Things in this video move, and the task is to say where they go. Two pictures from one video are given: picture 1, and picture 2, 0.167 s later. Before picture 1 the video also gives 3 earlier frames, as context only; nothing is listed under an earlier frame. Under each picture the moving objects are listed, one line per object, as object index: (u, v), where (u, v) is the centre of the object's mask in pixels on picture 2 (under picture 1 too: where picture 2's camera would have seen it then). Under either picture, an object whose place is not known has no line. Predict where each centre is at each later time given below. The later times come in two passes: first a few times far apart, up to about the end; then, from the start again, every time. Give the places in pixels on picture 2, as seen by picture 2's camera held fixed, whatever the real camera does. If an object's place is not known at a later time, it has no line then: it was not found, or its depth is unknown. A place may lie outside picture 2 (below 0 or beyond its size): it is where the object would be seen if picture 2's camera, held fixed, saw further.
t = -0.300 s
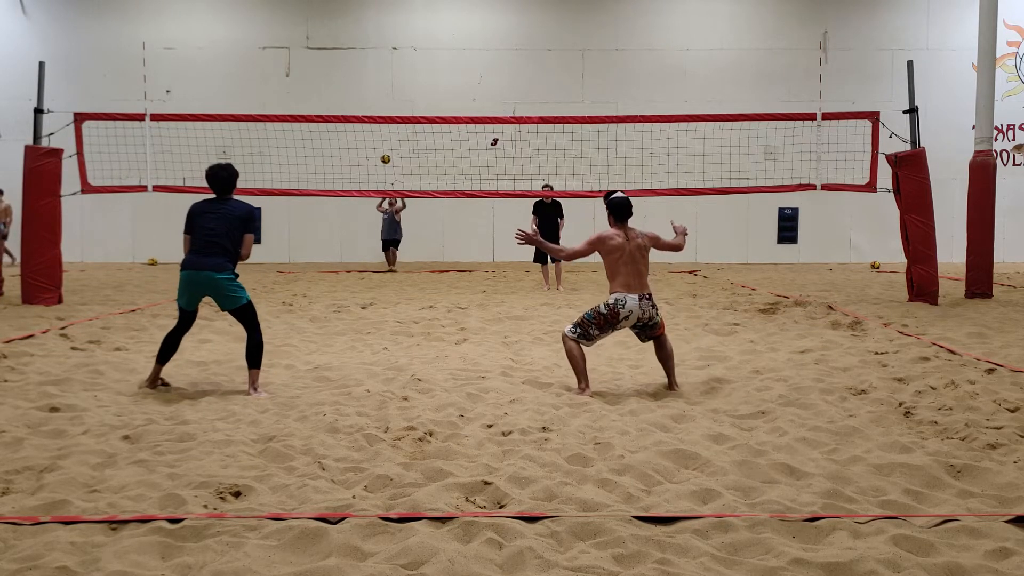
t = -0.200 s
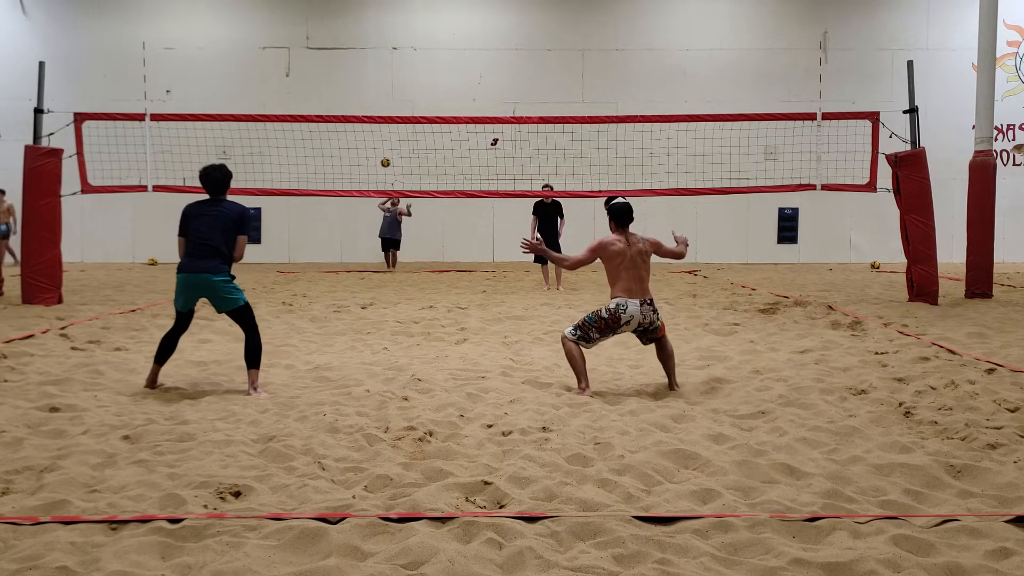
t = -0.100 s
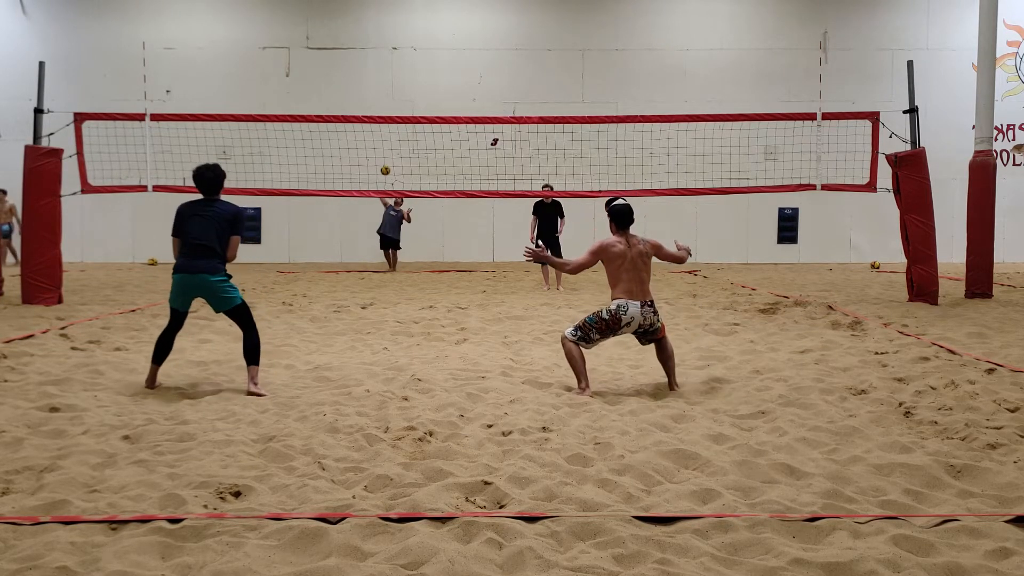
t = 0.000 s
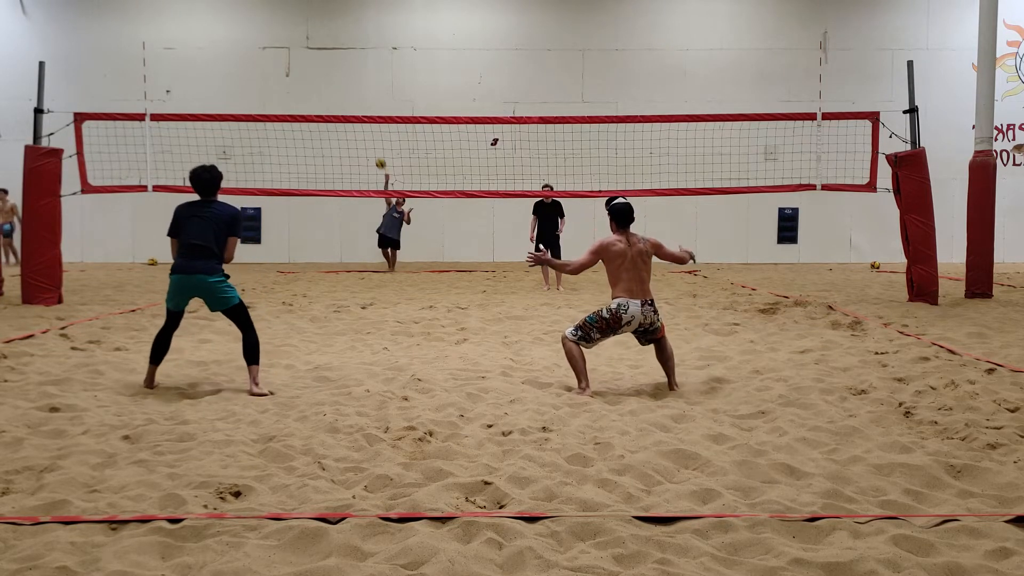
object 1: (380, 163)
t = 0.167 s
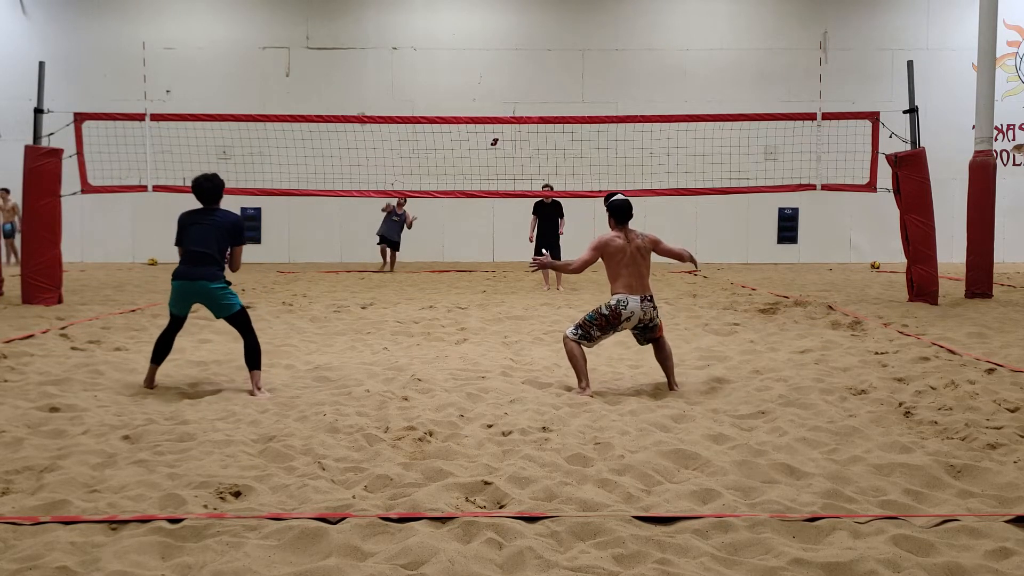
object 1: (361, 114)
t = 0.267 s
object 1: (351, 93)
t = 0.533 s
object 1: (316, 44)
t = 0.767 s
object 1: (273, 37)
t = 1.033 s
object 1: (199, 99)
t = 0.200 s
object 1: (358, 109)
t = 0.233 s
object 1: (354, 101)
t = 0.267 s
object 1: (351, 93)
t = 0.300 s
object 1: (347, 85)
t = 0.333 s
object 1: (343, 77)
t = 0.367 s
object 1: (339, 70)
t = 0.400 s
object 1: (335, 64)
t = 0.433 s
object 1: (331, 58)
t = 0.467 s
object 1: (326, 53)
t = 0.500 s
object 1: (322, 49)
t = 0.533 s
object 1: (316, 44)
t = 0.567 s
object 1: (311, 41)
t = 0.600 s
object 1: (306, 38)
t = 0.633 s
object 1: (300, 37)
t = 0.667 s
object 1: (294, 35)
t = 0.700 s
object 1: (288, 35)
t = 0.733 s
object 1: (281, 36)
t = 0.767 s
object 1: (273, 37)
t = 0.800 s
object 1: (268, 39)
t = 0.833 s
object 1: (261, 43)
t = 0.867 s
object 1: (253, 47)
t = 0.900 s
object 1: (244, 54)
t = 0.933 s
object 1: (234, 63)
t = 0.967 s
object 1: (224, 73)
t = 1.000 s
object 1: (212, 85)
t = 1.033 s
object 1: (199, 99)
